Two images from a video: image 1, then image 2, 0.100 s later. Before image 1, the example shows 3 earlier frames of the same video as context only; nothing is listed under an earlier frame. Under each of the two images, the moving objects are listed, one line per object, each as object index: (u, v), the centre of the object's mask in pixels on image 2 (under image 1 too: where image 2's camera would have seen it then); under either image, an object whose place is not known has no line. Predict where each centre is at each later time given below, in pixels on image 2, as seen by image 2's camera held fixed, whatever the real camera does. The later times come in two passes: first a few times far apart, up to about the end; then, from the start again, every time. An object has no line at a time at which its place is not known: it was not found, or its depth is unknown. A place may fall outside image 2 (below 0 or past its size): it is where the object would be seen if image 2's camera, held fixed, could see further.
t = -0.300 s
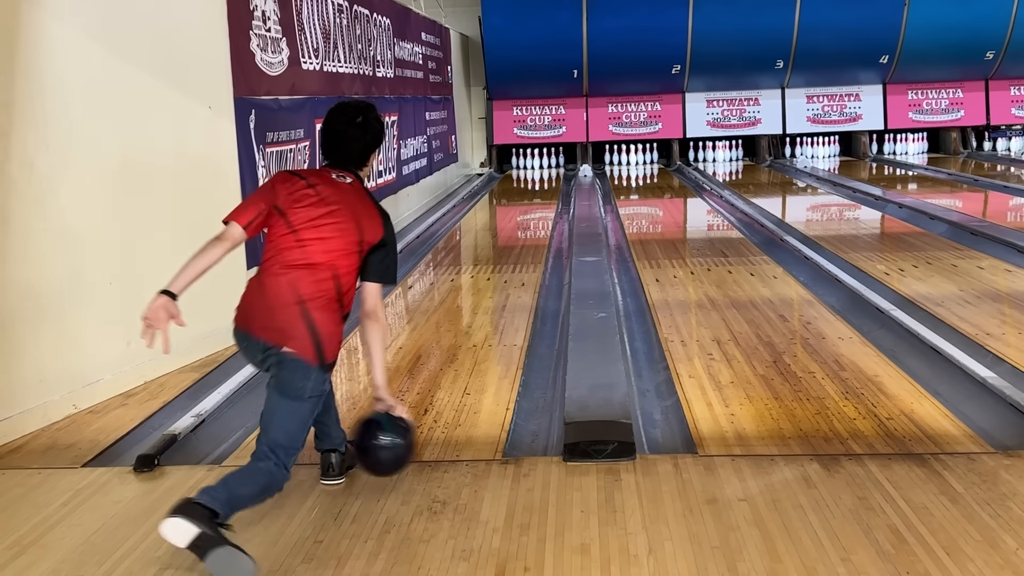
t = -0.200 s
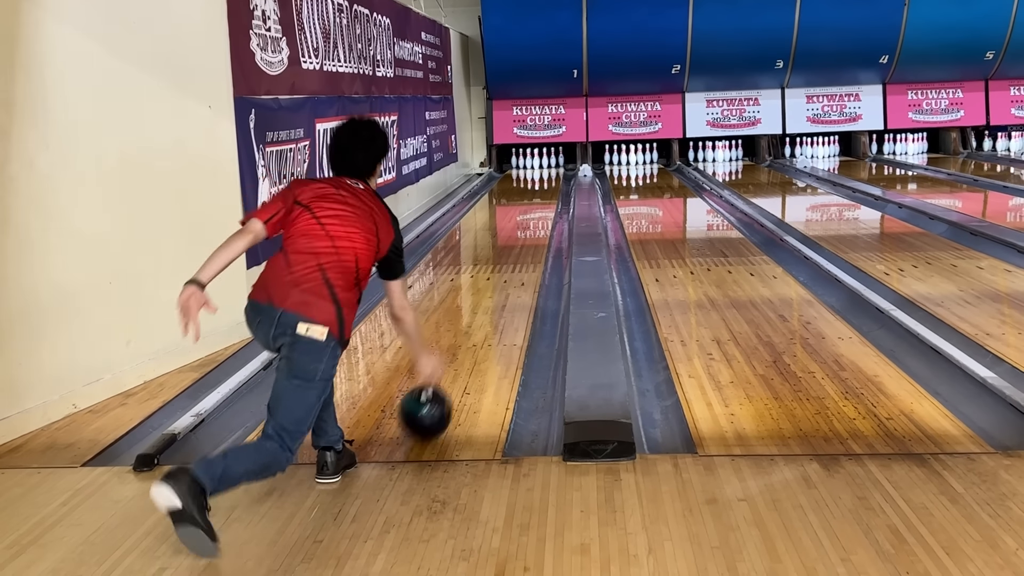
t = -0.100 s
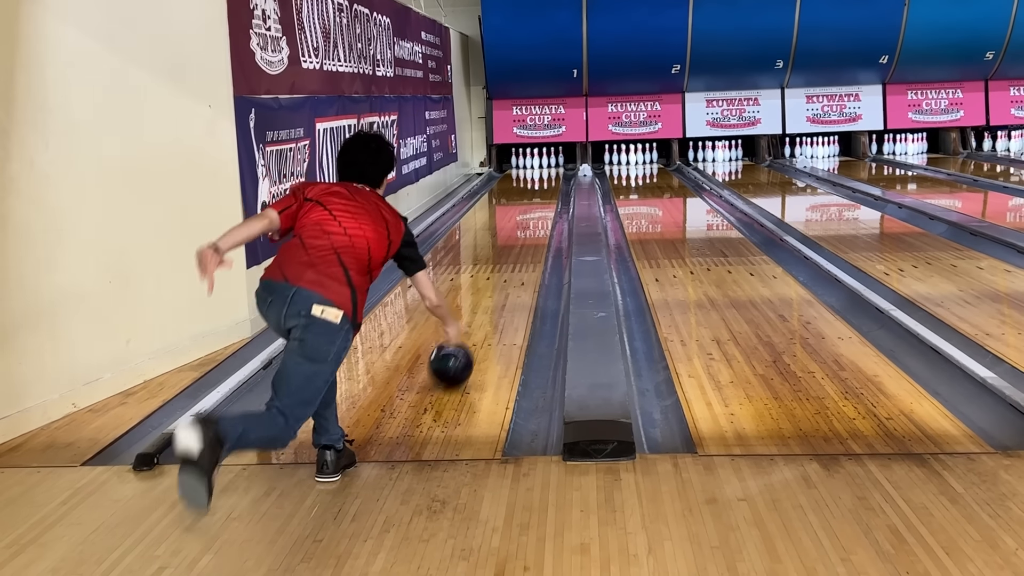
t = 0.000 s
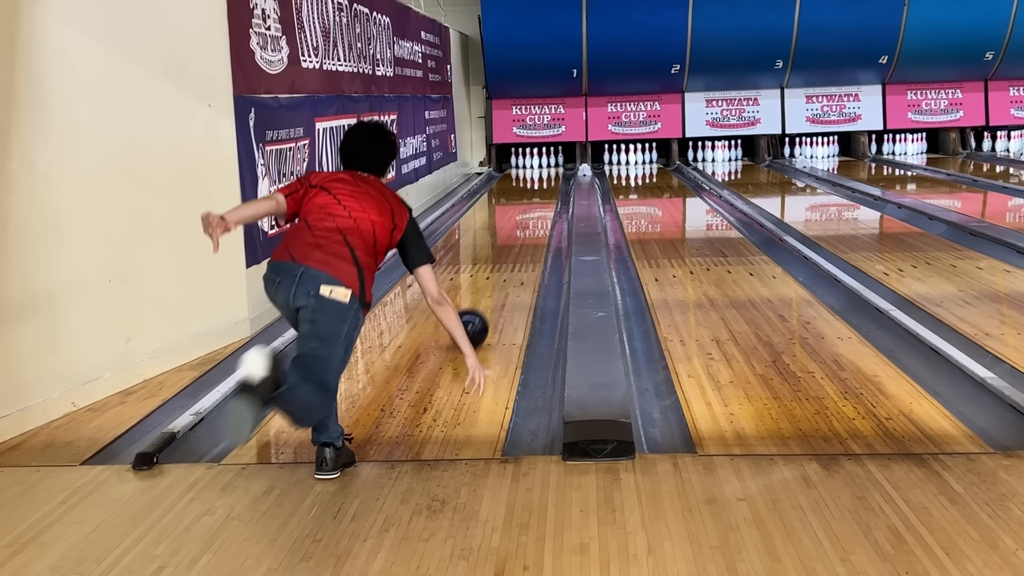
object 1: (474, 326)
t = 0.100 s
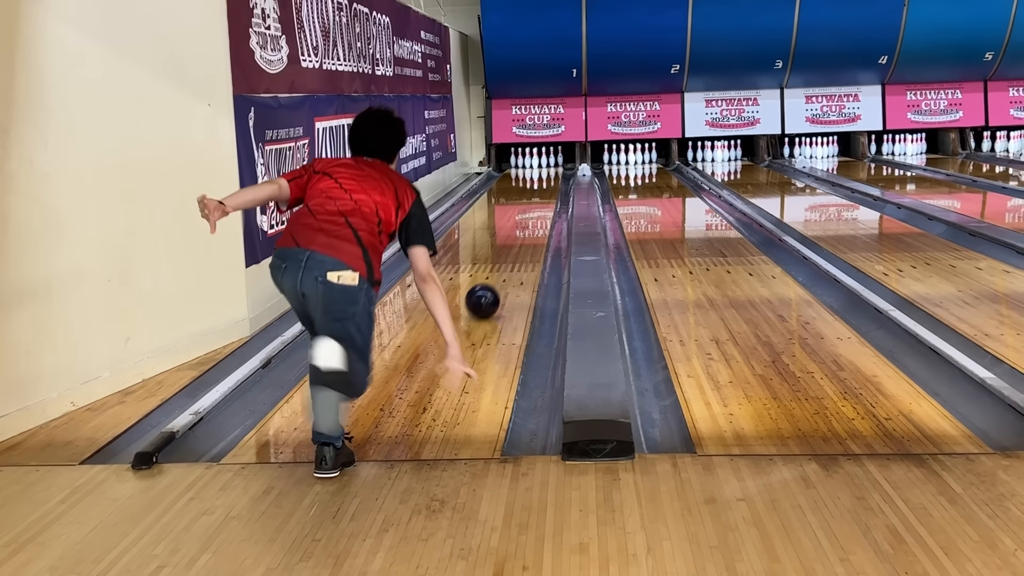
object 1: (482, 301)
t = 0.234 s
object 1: (496, 274)
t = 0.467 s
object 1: (513, 241)
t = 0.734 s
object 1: (526, 216)
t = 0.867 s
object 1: (531, 206)
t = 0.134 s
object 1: (486, 294)
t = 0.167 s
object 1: (490, 286)
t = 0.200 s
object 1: (493, 280)
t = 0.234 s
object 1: (496, 274)
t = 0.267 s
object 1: (499, 268)
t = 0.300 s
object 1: (502, 263)
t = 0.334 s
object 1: (505, 259)
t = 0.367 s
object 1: (507, 254)
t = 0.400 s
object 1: (509, 249)
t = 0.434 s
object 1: (511, 245)
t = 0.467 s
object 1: (513, 241)
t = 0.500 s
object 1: (515, 237)
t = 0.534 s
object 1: (517, 234)
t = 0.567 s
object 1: (519, 231)
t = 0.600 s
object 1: (521, 227)
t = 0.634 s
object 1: (522, 224)
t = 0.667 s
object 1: (523, 221)
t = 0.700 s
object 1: (525, 218)
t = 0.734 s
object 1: (526, 216)
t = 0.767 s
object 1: (527, 213)
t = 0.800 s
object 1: (528, 211)
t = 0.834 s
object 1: (530, 208)
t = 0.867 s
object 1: (531, 206)
